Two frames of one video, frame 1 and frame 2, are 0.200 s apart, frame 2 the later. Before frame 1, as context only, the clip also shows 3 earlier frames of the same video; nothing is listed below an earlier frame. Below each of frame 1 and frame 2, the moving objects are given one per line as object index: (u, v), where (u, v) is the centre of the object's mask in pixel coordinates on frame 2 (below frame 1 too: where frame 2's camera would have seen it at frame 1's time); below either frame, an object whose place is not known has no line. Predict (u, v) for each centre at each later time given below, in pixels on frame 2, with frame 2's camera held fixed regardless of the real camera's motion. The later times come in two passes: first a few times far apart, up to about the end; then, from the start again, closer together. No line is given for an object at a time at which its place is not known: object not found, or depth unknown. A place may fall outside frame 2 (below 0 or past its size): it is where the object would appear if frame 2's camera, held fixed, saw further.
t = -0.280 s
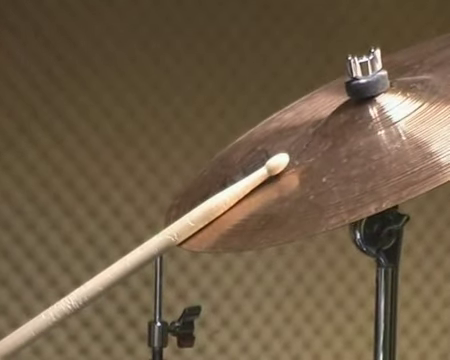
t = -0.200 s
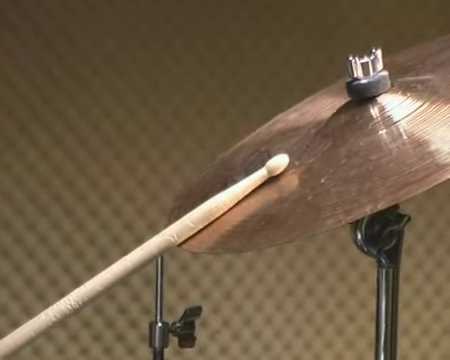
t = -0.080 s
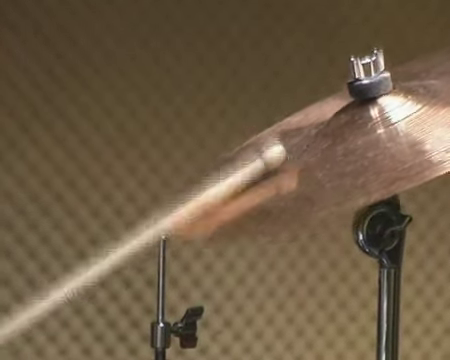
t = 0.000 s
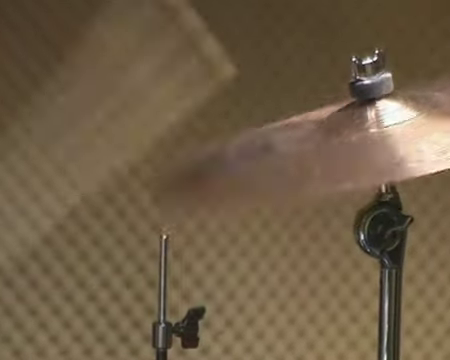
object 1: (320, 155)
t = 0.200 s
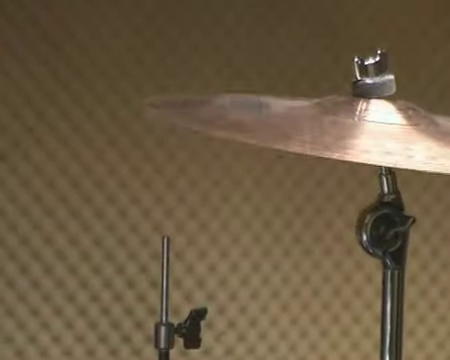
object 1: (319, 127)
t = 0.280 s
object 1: (316, 130)
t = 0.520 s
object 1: (321, 155)
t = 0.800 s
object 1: (316, 136)
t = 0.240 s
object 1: (317, 127)
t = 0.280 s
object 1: (316, 130)
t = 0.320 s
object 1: (321, 134)
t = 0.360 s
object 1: (320, 140)
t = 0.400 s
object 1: (312, 146)
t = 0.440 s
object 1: (320, 151)
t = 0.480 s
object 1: (321, 154)
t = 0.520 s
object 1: (321, 155)
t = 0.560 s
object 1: (319, 156)
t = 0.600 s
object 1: (318, 156)
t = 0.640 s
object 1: (316, 155)
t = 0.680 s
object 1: (318, 148)
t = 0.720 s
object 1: (317, 143)
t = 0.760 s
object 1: (319, 138)
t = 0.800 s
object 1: (316, 136)
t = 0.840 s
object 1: (315, 134)
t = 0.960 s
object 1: (320, 138)
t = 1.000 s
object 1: (322, 141)
